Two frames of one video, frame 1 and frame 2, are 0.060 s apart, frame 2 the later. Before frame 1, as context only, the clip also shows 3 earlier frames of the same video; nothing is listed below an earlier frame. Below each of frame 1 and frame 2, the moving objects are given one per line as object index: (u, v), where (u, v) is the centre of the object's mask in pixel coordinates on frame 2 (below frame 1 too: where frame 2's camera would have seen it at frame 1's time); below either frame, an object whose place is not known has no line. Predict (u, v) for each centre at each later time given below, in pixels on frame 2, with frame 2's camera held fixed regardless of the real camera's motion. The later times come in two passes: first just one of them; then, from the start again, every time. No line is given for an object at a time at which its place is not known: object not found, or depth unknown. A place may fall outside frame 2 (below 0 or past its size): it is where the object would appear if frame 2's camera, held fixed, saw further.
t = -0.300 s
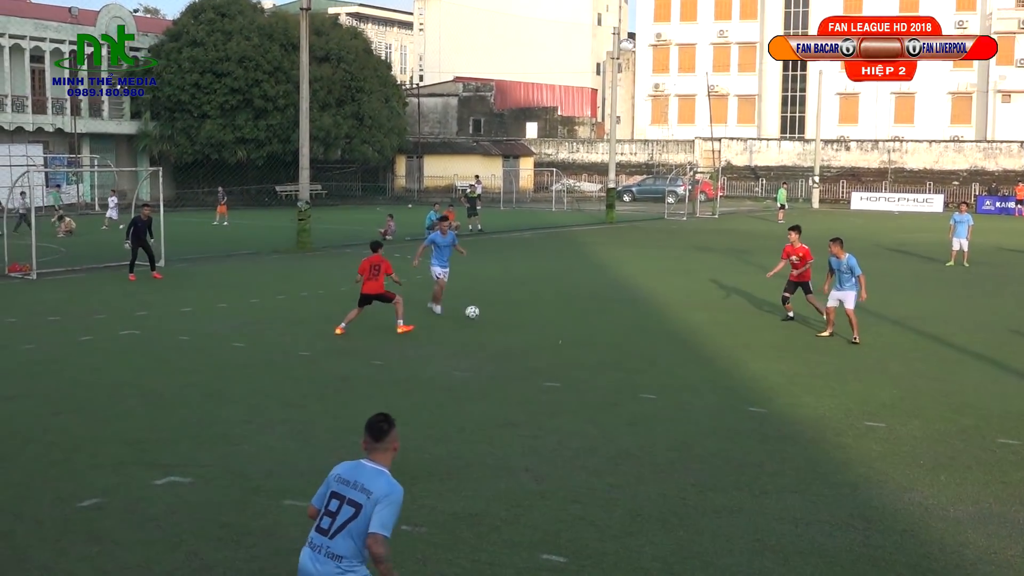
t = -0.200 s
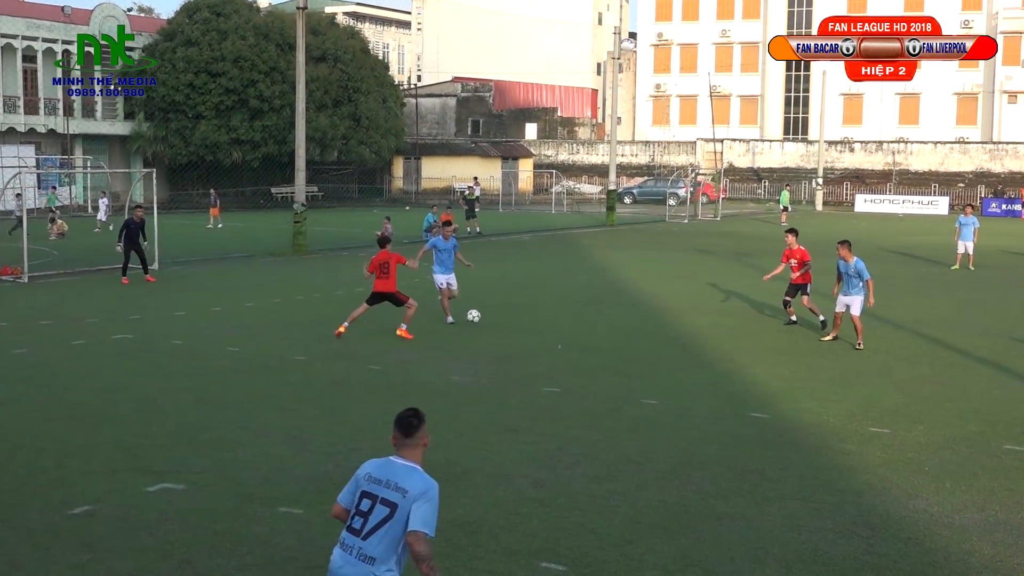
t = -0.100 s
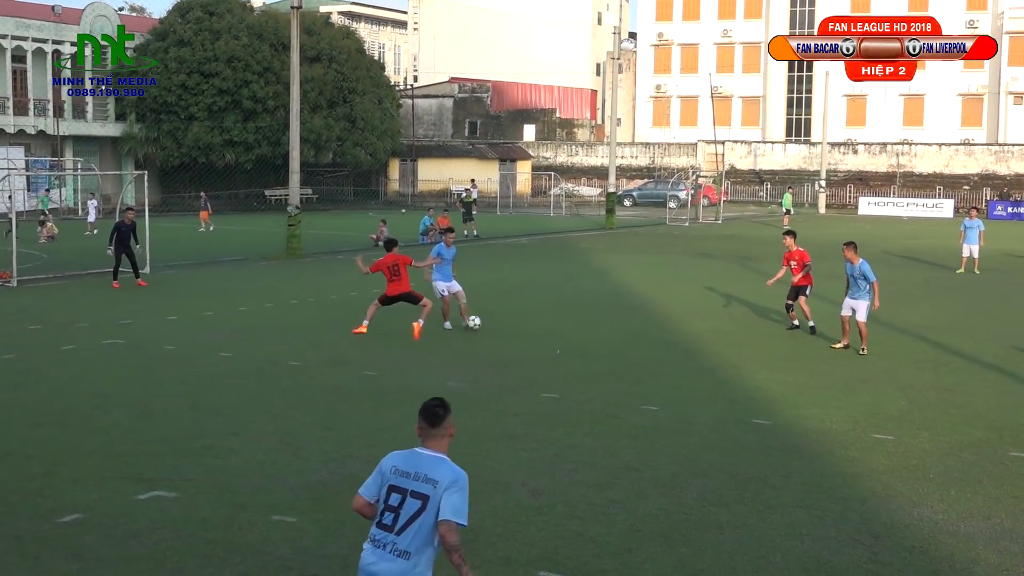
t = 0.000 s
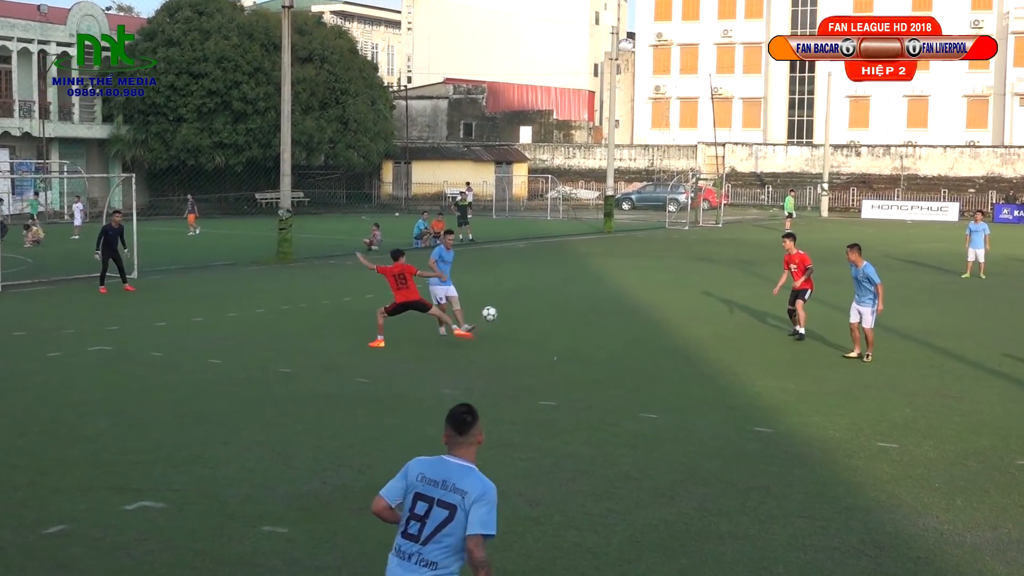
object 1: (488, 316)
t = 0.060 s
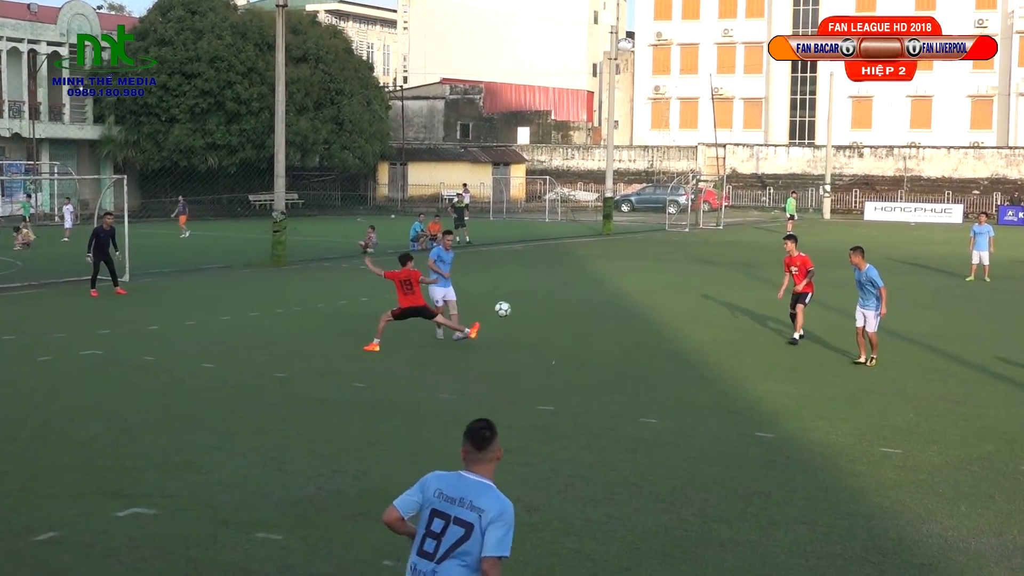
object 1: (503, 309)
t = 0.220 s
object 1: (550, 303)
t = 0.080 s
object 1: (508, 307)
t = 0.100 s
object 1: (514, 305)
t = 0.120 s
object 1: (519, 304)
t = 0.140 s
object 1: (525, 303)
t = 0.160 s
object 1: (531, 303)
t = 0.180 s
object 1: (537, 303)
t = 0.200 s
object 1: (544, 303)
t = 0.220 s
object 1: (550, 303)
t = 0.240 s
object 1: (557, 304)
